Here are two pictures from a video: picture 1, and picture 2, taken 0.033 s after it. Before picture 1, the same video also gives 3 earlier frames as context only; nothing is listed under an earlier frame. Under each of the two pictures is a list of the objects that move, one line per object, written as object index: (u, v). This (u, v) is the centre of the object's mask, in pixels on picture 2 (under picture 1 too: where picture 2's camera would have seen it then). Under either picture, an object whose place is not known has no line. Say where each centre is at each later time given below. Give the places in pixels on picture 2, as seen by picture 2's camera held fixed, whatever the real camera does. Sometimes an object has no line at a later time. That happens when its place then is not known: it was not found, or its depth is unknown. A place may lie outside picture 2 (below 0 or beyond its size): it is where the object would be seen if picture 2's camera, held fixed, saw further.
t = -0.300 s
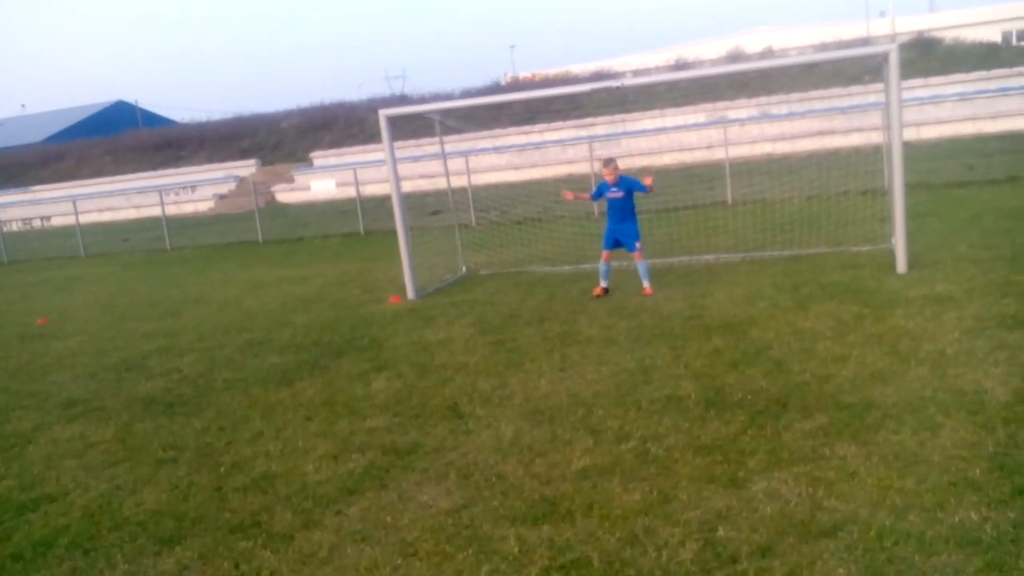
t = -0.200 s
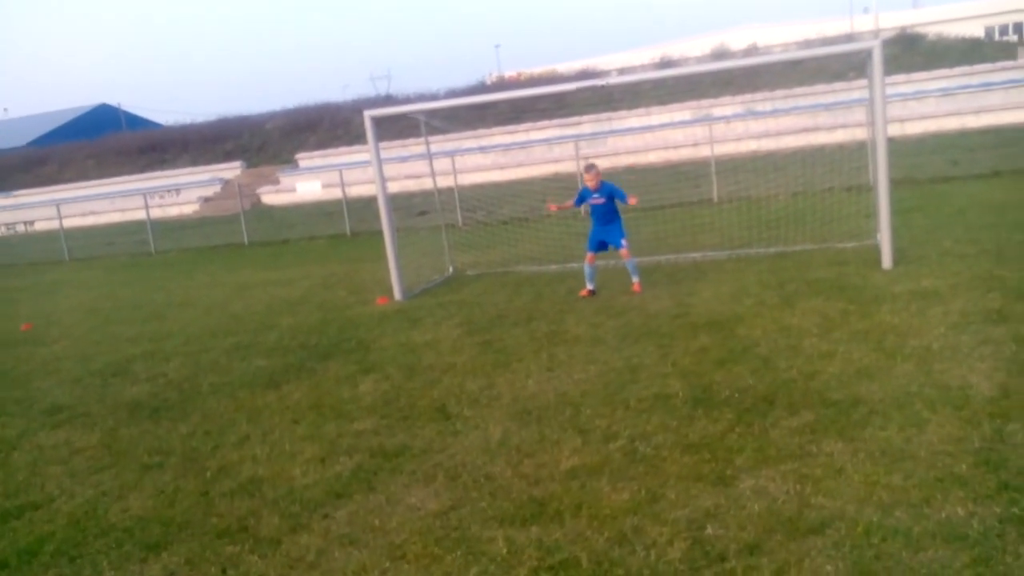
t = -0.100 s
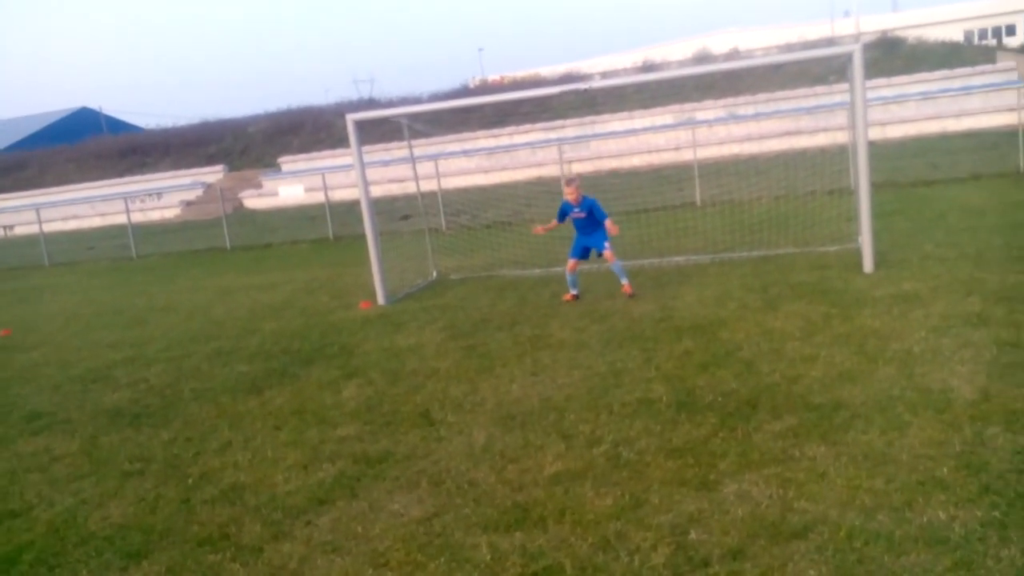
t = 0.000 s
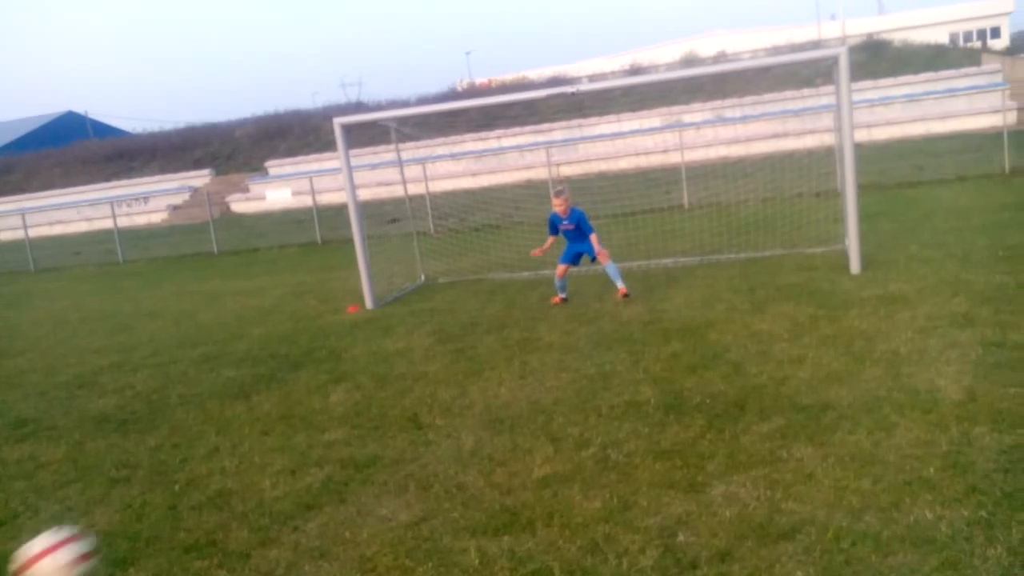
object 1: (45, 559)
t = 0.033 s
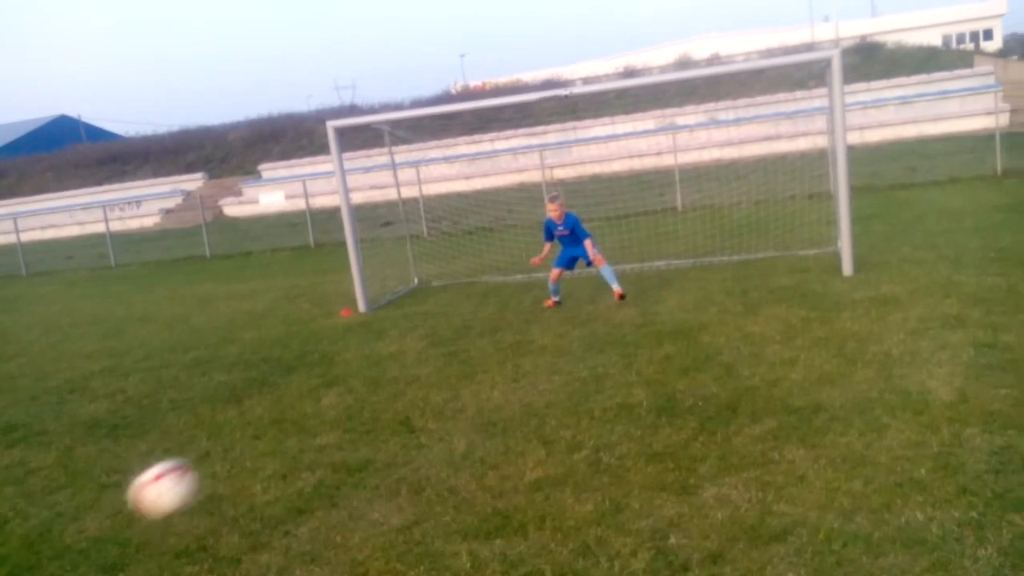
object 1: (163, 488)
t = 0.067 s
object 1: (262, 428)
